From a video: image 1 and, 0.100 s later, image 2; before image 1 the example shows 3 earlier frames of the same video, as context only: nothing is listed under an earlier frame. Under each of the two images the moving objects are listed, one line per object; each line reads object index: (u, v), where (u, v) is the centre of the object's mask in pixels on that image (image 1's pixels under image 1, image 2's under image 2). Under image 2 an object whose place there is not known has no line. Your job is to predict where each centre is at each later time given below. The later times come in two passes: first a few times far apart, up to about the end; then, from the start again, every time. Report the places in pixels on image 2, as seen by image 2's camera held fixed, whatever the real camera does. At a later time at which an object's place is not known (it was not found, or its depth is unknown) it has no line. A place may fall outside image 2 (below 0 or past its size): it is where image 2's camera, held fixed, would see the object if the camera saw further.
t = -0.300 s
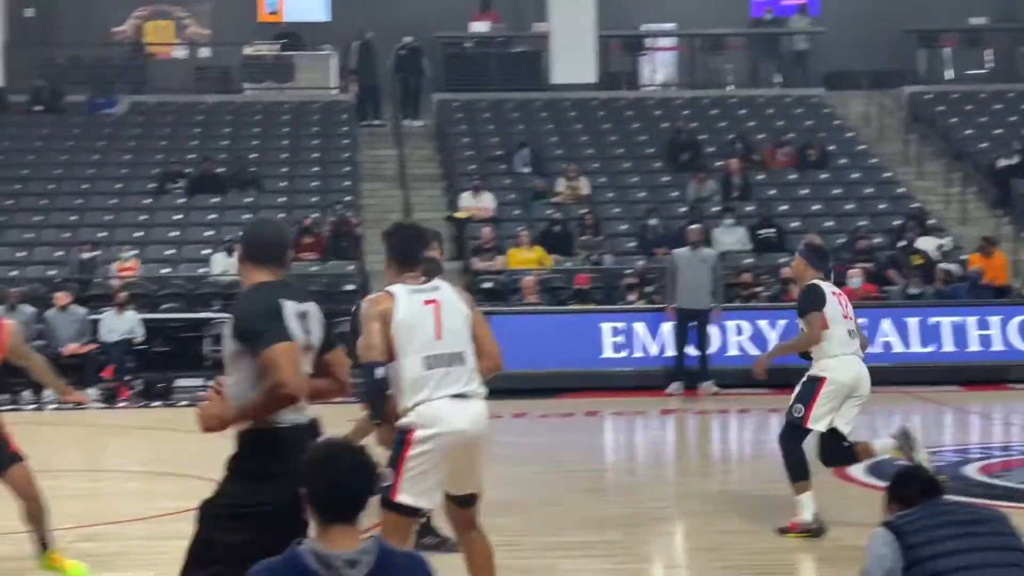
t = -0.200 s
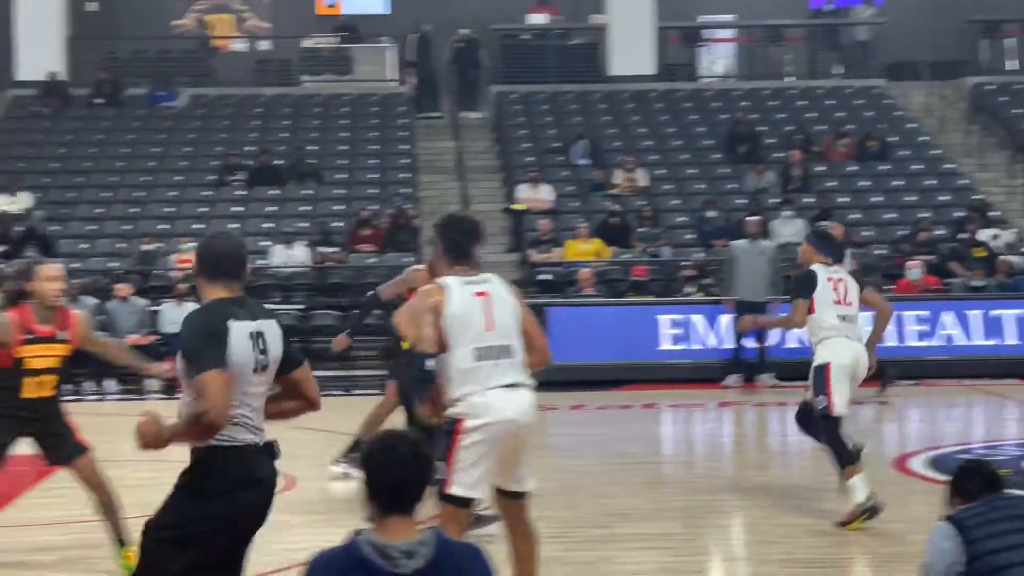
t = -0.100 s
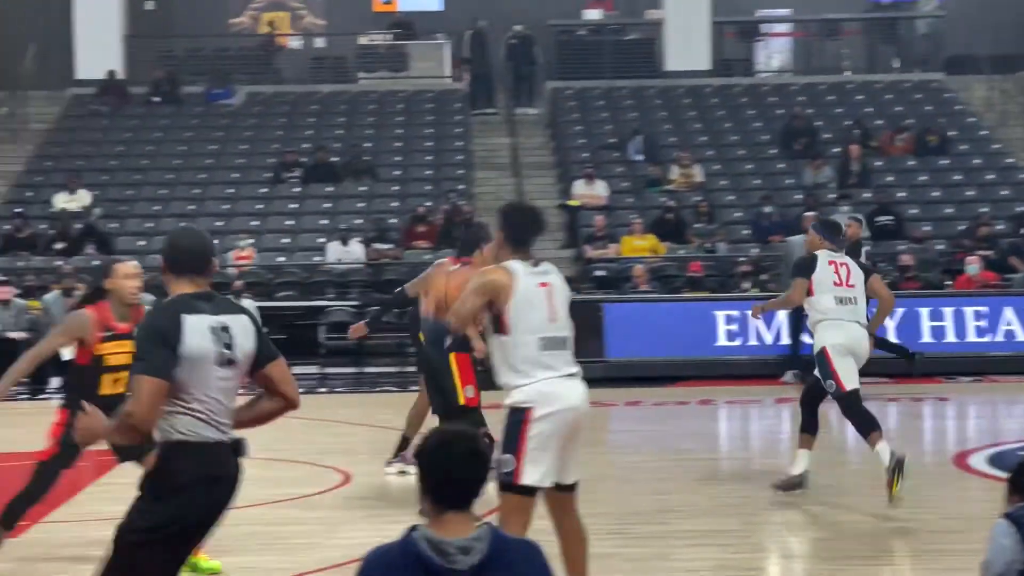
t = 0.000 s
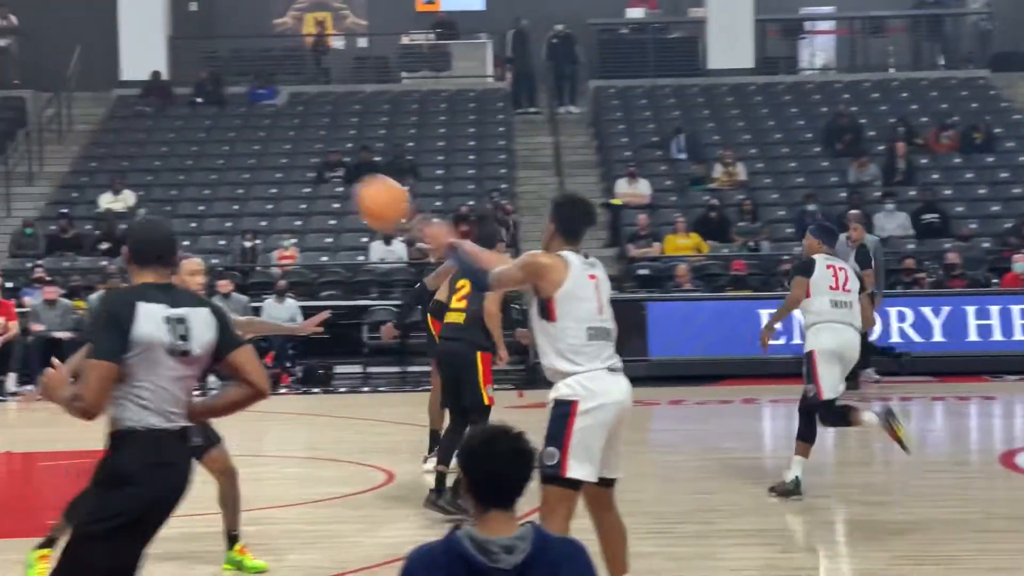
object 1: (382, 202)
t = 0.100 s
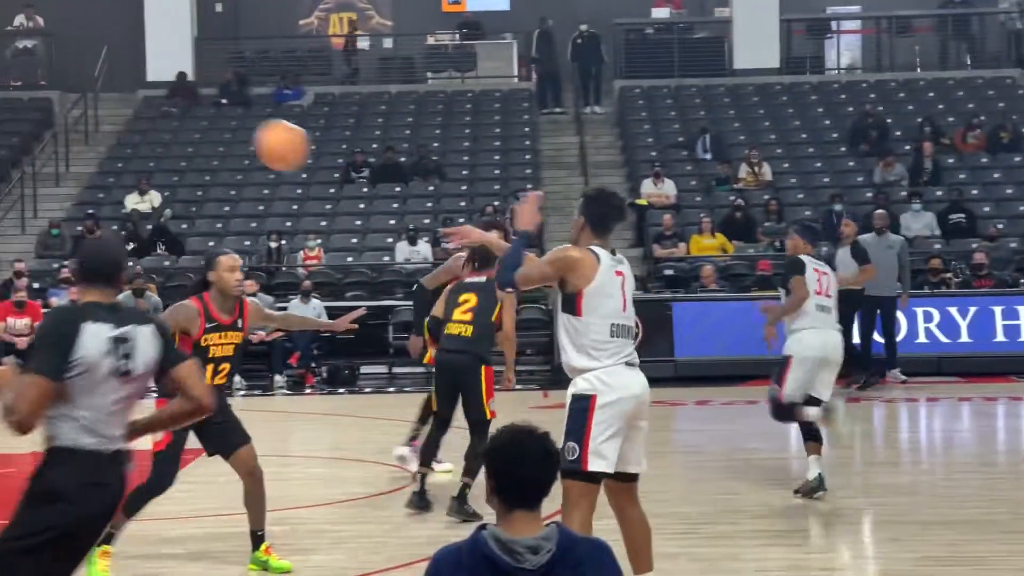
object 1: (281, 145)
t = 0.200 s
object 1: (172, 111)
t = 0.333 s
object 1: (42, 95)
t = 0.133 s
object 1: (243, 131)
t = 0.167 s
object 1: (207, 120)
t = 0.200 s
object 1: (172, 111)
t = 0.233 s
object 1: (138, 104)
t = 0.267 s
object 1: (106, 99)
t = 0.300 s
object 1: (72, 96)
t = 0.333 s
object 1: (42, 95)
